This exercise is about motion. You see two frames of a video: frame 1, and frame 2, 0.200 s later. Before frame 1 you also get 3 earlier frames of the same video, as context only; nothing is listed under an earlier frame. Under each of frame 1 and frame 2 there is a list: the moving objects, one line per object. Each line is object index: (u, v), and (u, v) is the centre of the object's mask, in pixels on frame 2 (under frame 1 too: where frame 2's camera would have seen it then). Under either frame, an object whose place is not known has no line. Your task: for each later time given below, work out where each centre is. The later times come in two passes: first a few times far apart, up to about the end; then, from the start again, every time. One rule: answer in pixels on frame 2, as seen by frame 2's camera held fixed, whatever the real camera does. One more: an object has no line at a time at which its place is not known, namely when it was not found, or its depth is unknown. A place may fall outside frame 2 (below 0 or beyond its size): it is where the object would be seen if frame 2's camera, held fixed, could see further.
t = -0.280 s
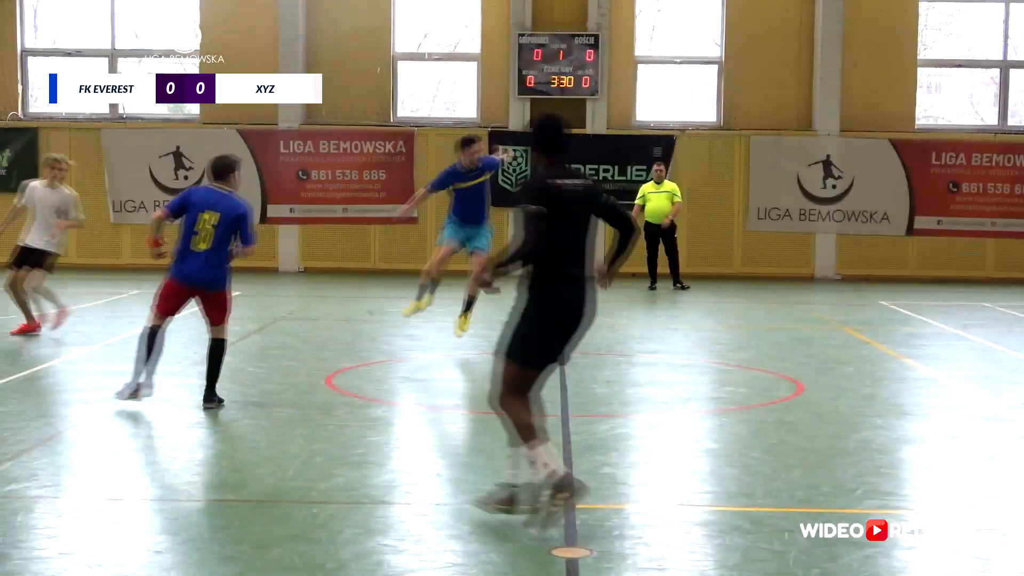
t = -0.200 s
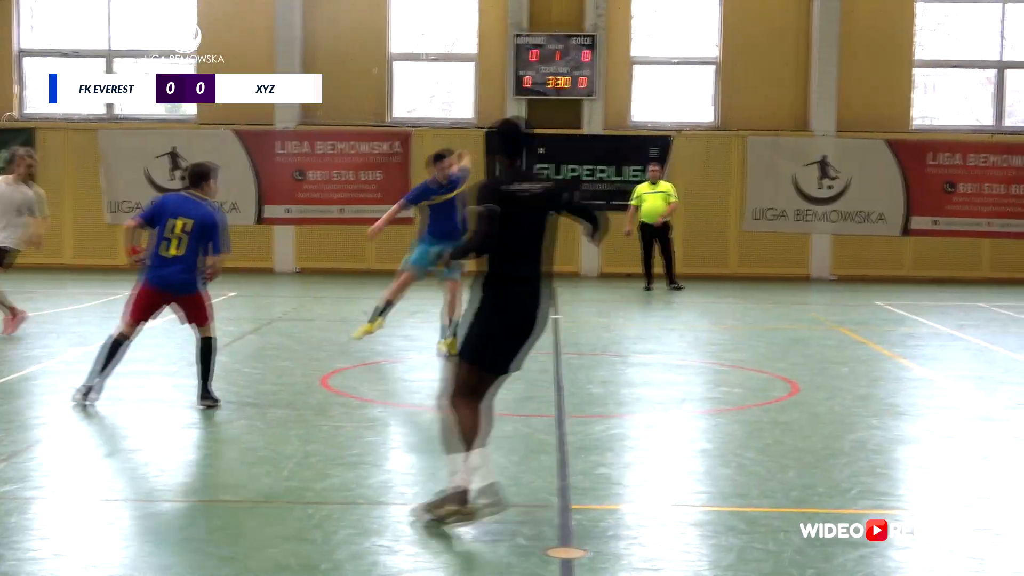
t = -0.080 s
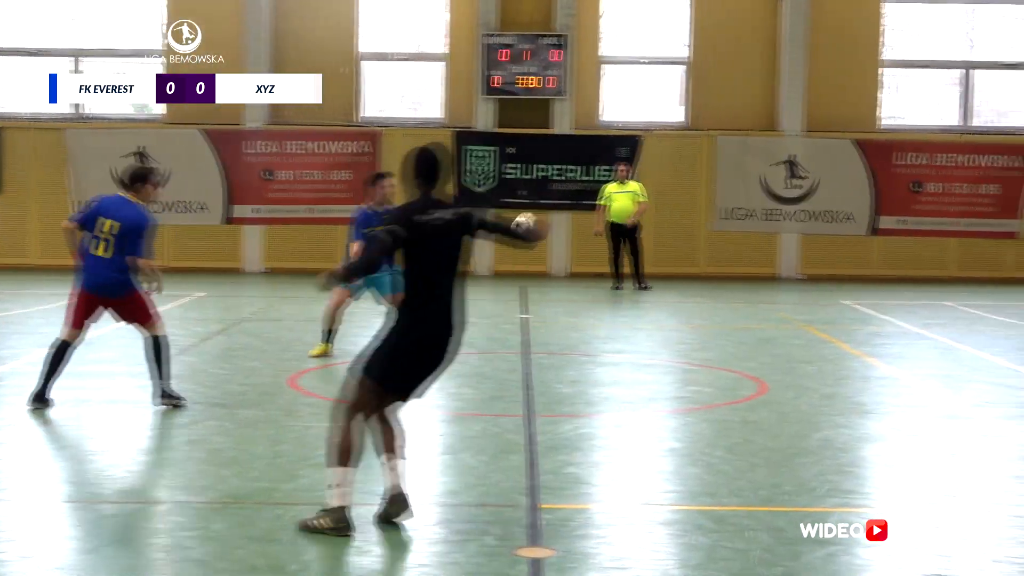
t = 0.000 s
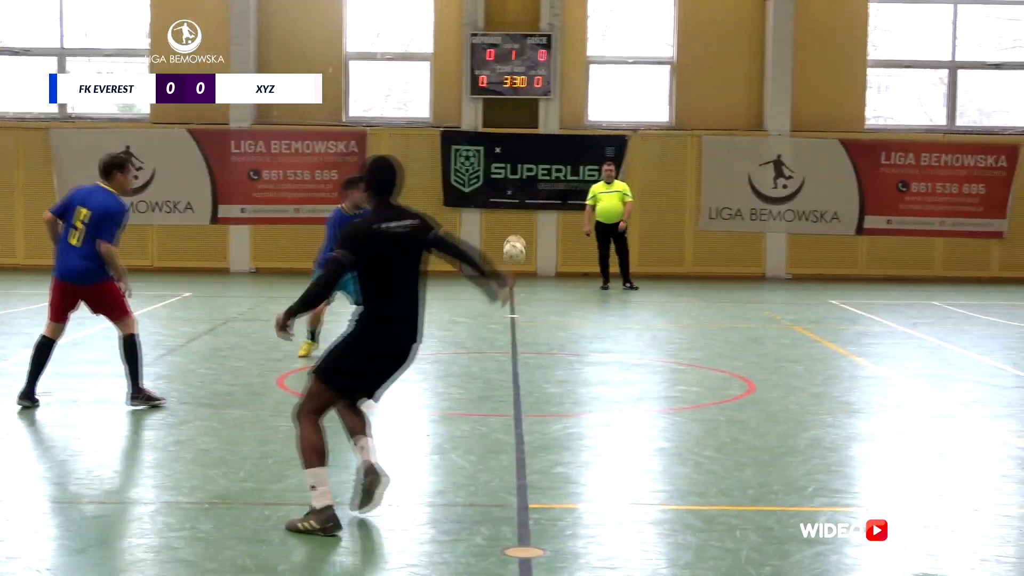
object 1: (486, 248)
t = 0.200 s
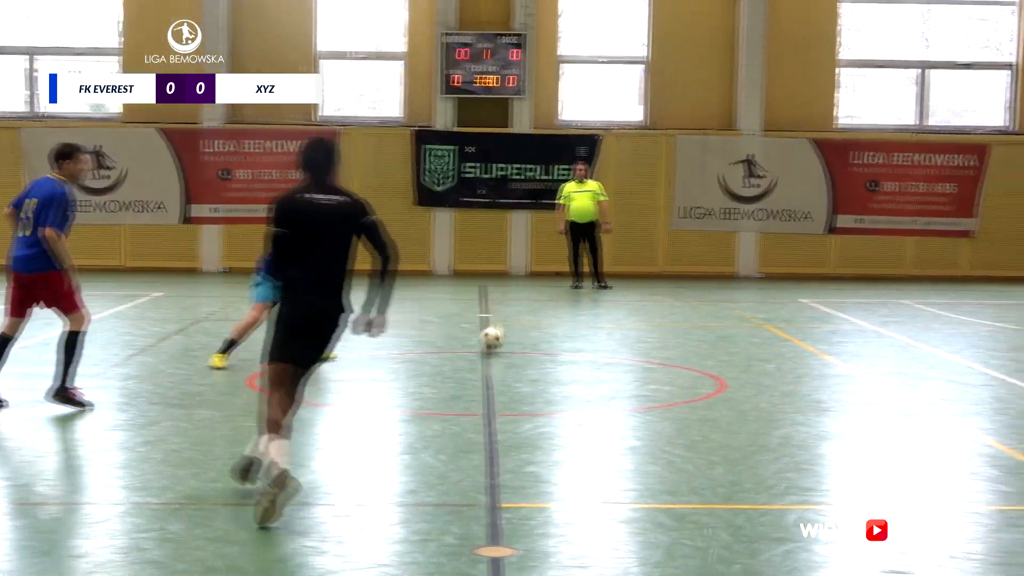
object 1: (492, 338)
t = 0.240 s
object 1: (494, 330)
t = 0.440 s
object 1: (507, 296)
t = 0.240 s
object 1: (494, 330)
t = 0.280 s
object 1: (498, 320)
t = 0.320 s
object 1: (500, 311)
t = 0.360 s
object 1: (502, 304)
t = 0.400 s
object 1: (504, 299)
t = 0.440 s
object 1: (507, 296)
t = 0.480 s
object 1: (509, 294)
